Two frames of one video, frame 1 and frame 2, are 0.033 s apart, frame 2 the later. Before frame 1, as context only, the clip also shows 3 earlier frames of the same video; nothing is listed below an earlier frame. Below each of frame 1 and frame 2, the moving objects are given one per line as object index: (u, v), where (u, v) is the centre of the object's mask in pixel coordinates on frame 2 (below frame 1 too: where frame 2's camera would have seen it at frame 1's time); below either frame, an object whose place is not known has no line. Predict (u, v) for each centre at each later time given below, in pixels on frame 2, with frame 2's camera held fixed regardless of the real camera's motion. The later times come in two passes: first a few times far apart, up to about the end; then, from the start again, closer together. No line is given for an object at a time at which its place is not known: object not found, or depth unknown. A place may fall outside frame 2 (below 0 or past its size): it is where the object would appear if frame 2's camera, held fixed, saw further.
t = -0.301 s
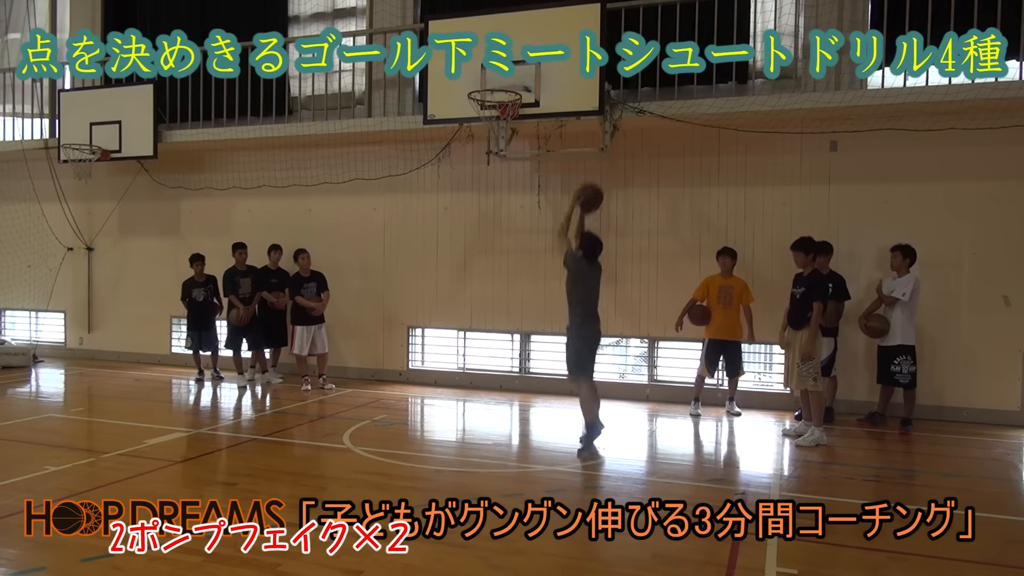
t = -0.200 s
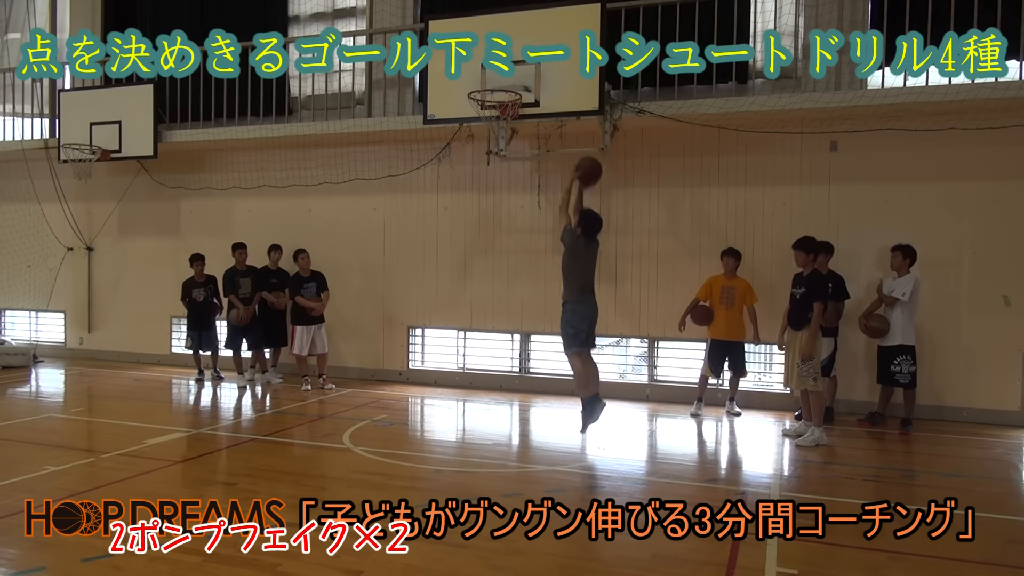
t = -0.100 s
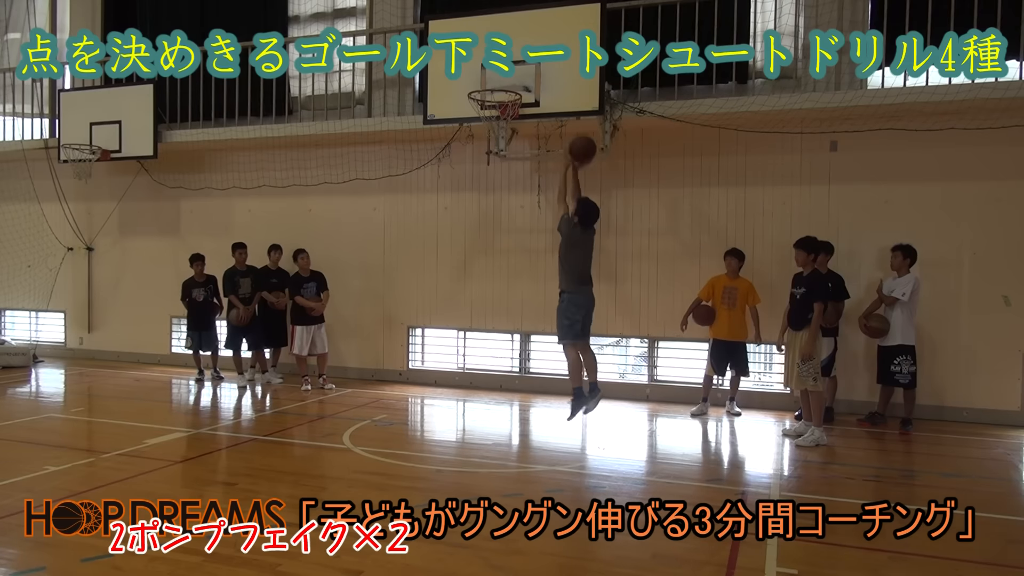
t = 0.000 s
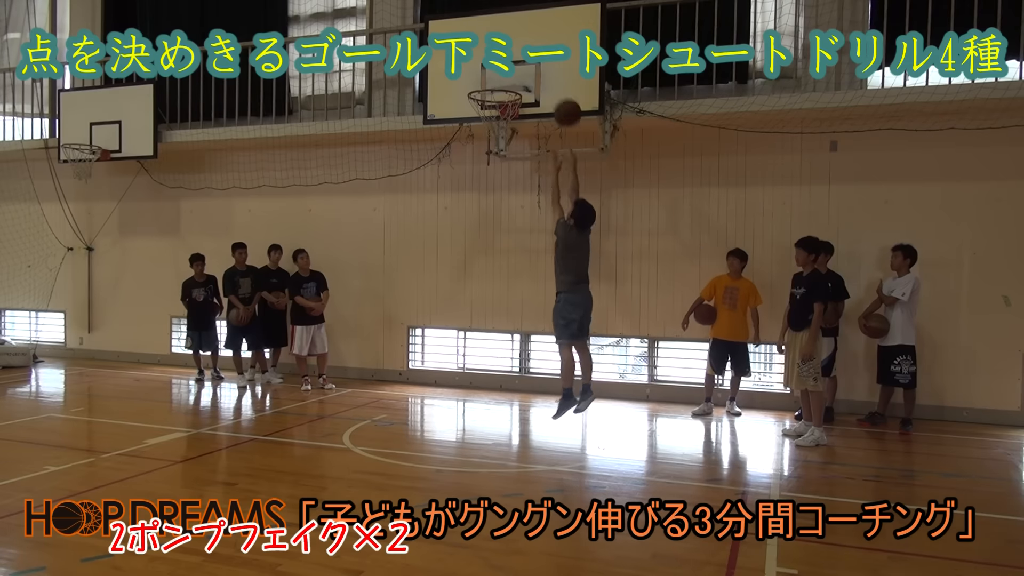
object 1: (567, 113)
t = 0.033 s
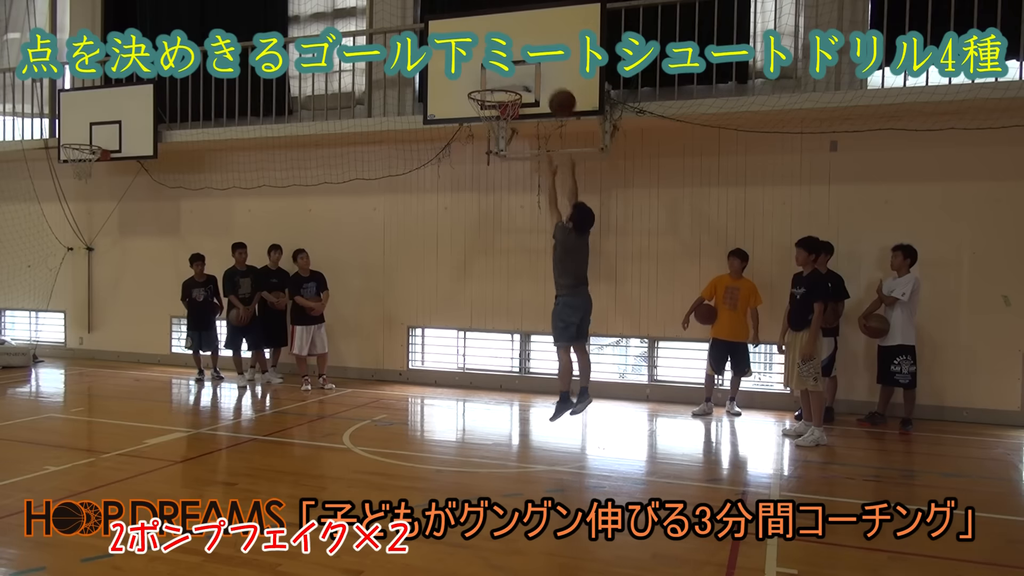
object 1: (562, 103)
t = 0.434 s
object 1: (500, 81)
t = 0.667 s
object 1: (493, 94)
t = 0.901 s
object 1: (495, 124)
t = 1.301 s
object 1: (453, 271)
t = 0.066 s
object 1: (557, 94)
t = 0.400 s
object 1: (508, 79)
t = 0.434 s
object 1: (500, 81)
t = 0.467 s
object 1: (496, 83)
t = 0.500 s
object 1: (491, 88)
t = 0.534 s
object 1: (488, 90)
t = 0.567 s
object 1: (486, 91)
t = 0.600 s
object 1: (485, 91)
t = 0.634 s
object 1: (486, 93)
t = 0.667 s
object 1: (493, 94)
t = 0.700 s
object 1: (500, 95)
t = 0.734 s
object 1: (503, 98)
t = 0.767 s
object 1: (506, 105)
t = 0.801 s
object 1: (506, 108)
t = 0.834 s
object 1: (504, 112)
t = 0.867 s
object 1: (498, 118)
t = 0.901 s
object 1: (495, 124)
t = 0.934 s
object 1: (491, 132)
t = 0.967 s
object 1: (487, 138)
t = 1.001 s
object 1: (484, 146)
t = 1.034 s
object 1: (480, 155)
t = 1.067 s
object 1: (477, 166)
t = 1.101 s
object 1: (473, 177)
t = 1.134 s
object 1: (470, 190)
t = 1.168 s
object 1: (466, 205)
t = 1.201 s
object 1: (463, 219)
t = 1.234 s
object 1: (460, 235)
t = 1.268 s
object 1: (456, 253)
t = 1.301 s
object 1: (453, 271)
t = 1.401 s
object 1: (443, 330)
